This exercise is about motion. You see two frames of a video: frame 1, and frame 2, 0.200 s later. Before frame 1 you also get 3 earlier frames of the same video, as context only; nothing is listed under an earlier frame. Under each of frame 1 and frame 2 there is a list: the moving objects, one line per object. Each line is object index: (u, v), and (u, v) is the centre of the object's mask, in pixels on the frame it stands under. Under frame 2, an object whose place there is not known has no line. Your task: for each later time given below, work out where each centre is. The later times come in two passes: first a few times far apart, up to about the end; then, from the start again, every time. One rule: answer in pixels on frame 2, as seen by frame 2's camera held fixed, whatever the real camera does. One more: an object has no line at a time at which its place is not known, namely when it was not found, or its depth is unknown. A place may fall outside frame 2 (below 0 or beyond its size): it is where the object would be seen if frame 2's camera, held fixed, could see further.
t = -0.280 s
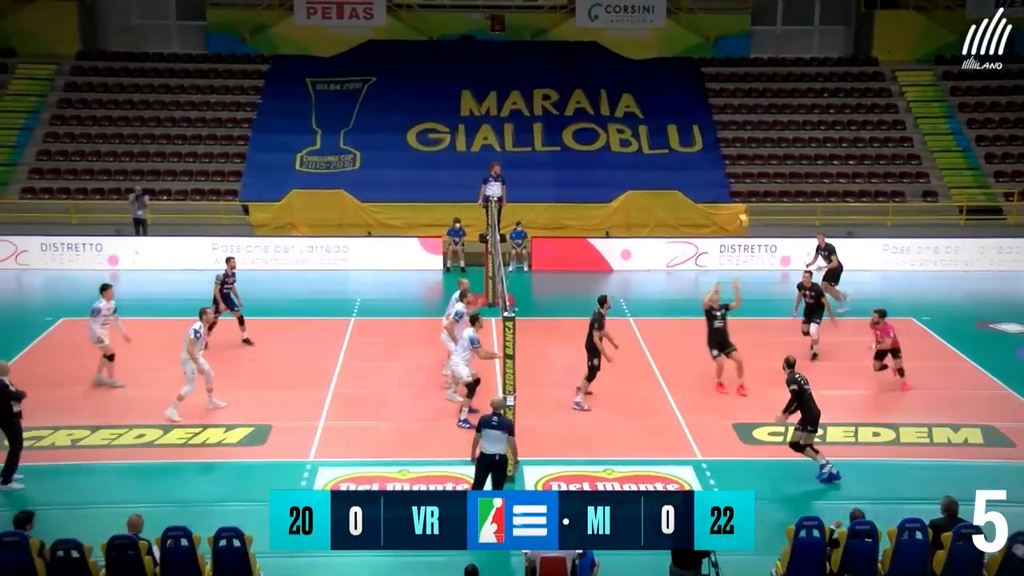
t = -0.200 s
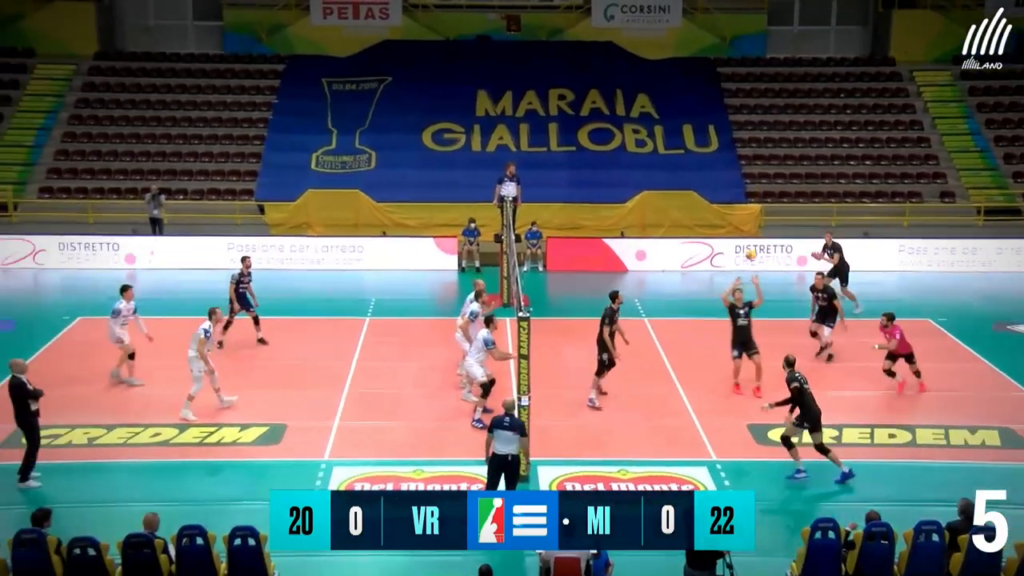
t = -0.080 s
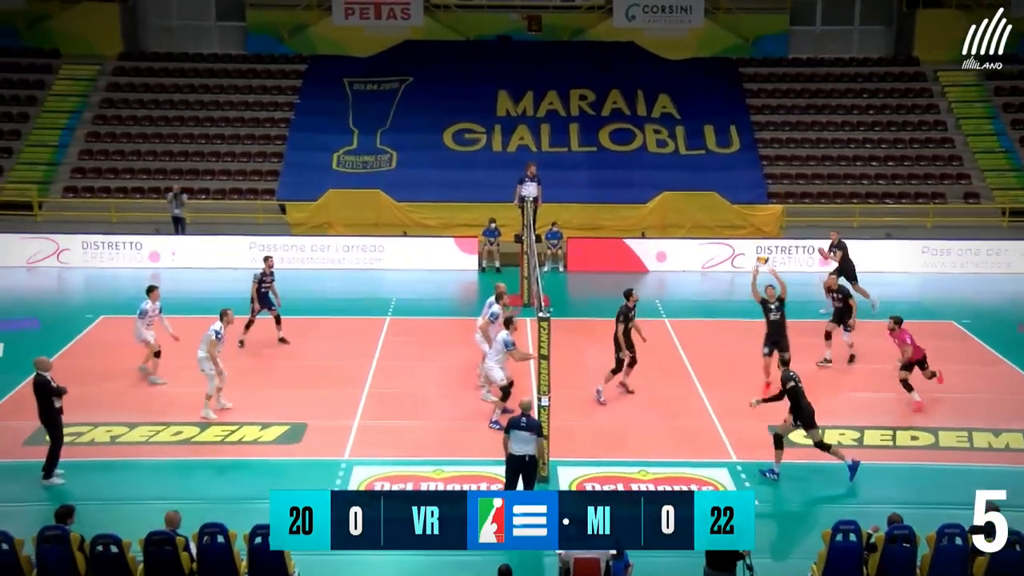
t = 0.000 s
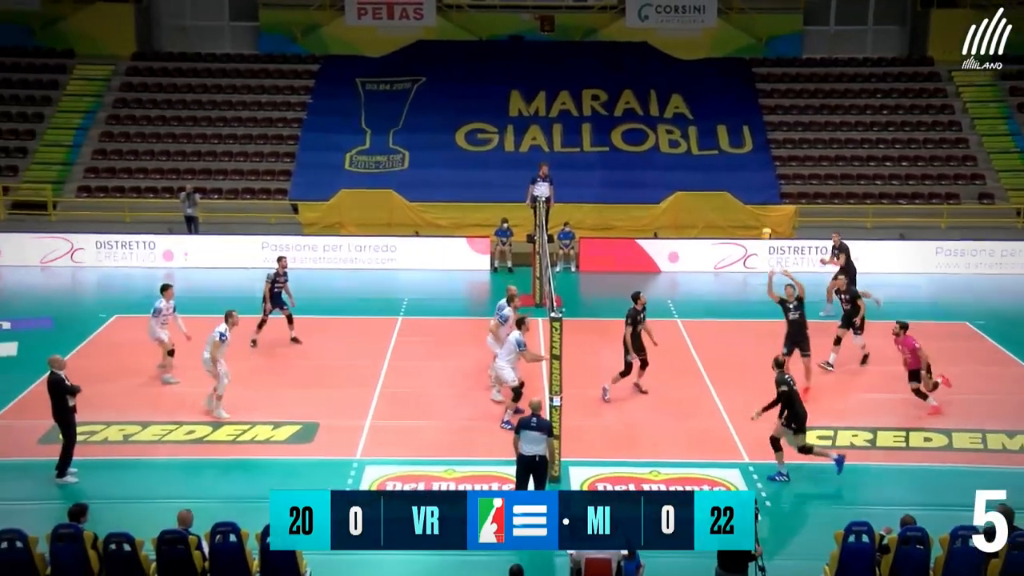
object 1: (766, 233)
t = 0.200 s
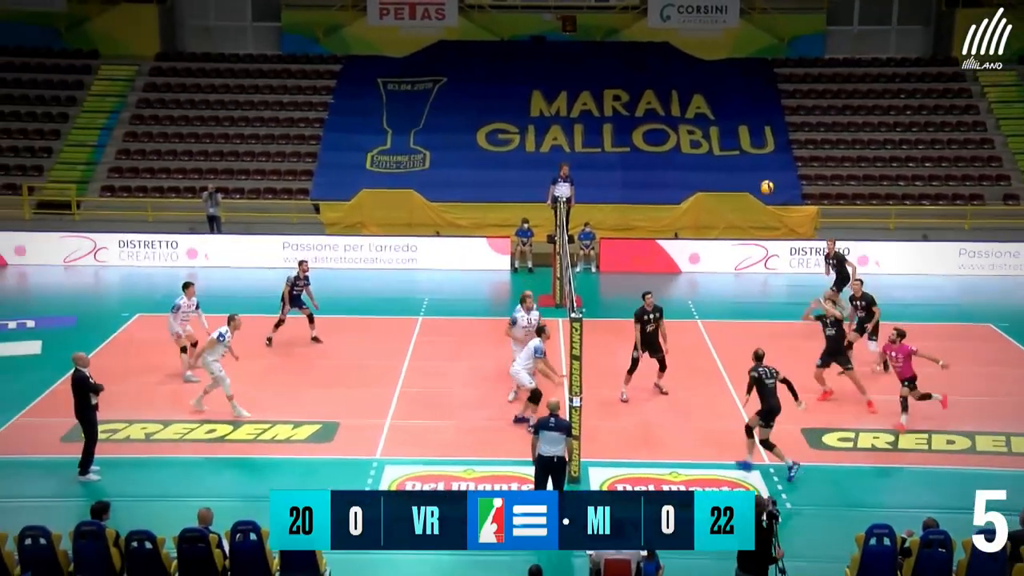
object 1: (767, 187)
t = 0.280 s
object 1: (758, 174)
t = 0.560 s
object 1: (724, 159)
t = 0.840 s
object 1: (685, 194)
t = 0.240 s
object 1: (763, 180)
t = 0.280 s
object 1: (758, 174)
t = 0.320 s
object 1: (753, 169)
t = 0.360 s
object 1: (749, 165)
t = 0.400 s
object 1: (743, 162)
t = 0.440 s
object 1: (739, 159)
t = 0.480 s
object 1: (734, 158)
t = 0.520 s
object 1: (729, 158)
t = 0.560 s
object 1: (724, 159)
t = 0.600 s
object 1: (718, 161)
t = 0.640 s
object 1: (713, 164)
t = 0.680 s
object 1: (707, 168)
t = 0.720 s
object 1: (702, 173)
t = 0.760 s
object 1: (696, 179)
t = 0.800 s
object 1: (691, 186)
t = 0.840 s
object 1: (685, 194)
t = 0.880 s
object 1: (680, 203)
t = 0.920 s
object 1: (675, 213)
